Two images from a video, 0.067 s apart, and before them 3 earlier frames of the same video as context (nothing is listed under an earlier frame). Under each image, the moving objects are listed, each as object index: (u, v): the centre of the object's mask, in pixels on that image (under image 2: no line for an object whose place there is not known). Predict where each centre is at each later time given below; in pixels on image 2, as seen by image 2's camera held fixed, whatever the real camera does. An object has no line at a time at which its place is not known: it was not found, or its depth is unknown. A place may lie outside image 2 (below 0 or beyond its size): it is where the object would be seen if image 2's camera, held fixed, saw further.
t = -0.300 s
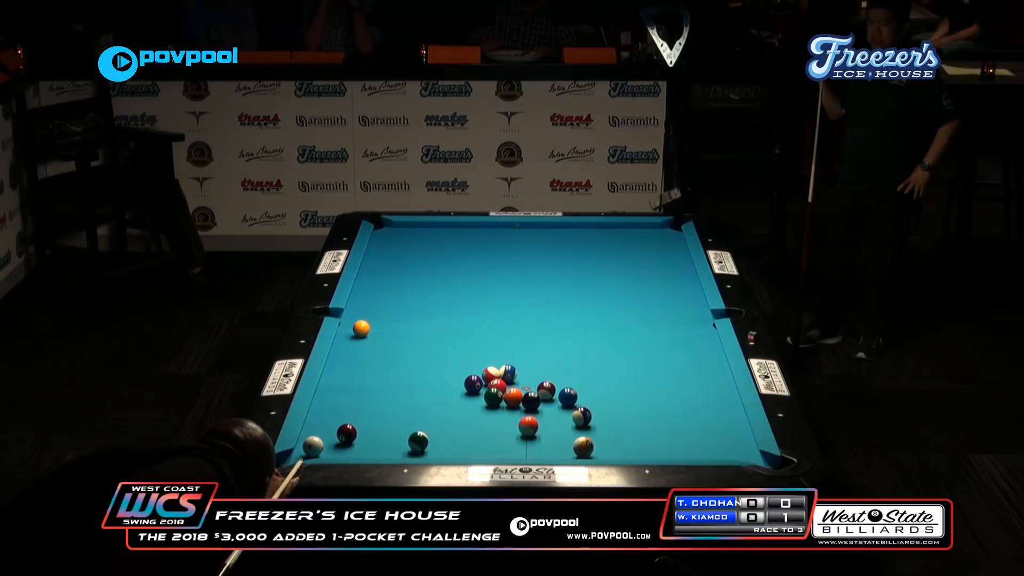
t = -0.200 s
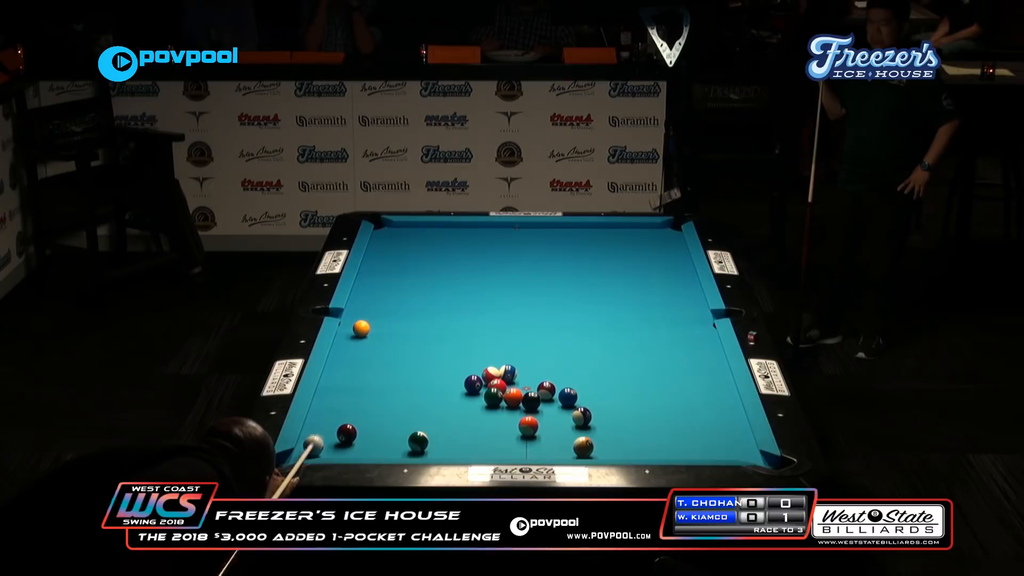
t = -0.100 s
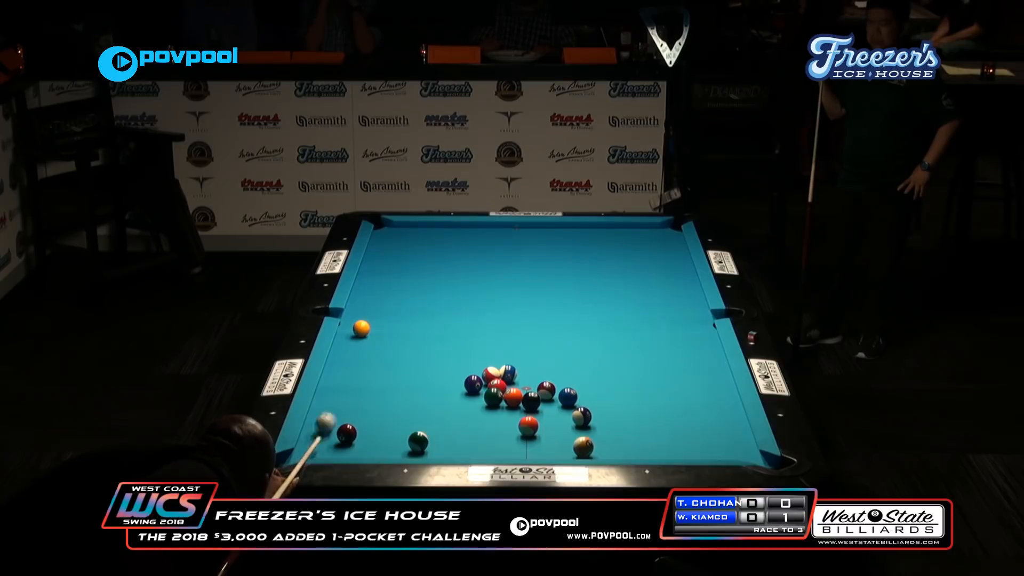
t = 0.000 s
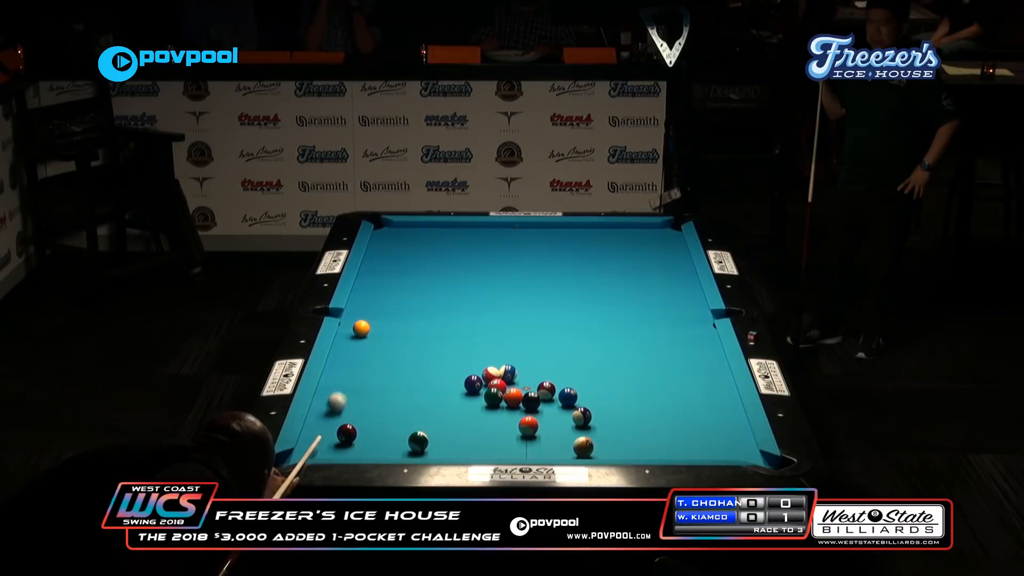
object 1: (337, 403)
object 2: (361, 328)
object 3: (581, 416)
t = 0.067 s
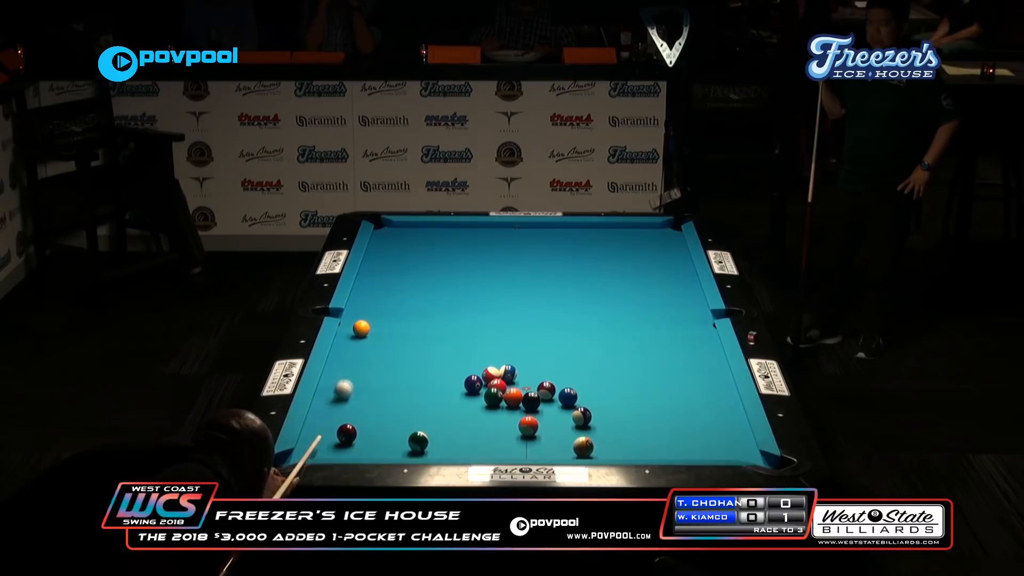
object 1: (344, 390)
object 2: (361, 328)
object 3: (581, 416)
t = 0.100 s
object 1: (347, 383)
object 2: (361, 328)
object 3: (581, 416)
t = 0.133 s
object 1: (350, 377)
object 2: (361, 328)
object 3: (581, 416)
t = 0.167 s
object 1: (353, 371)
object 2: (361, 328)
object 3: (581, 416)
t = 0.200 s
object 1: (357, 366)
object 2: (361, 328)
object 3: (581, 416)
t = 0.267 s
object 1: (363, 354)
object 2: (361, 328)
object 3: (581, 416)
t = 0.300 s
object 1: (365, 349)
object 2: (361, 328)
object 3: (581, 416)
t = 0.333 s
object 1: (369, 344)
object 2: (361, 328)
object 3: (581, 416)
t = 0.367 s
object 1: (371, 338)
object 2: (360, 328)
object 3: (581, 416)
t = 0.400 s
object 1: (374, 333)
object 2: (360, 328)
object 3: (581, 416)
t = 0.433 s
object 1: (380, 329)
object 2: (358, 327)
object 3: (581, 416)
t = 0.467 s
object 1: (387, 325)
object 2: (353, 326)
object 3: (581, 416)
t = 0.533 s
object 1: (400, 318)
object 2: (347, 324)
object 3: (581, 416)
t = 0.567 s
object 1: (407, 314)
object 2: (350, 324)
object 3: (581, 416)
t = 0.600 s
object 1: (413, 311)
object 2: (353, 323)
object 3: (581, 416)
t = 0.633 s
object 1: (419, 307)
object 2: (355, 323)
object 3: (581, 416)
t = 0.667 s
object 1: (425, 303)
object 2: (358, 322)
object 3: (581, 416)
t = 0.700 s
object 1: (431, 300)
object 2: (360, 321)
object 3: (581, 416)
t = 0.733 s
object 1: (437, 296)
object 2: (363, 321)
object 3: (581, 416)
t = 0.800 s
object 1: (448, 290)
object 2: (368, 319)
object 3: (581, 416)
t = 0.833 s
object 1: (454, 287)
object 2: (370, 319)
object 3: (581, 416)
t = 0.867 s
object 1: (459, 283)
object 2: (372, 318)
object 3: (581, 416)
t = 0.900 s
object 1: (464, 280)
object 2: (375, 317)
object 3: (581, 416)
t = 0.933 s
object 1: (470, 277)
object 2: (377, 317)
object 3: (581, 416)
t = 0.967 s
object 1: (475, 274)
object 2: (379, 316)
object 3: (581, 416)
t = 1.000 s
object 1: (480, 271)
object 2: (381, 316)
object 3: (581, 416)
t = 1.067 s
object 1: (490, 265)
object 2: (386, 315)
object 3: (581, 416)
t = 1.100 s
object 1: (495, 262)
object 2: (388, 314)
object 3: (581, 416)
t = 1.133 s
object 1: (500, 259)
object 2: (390, 314)
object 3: (581, 416)
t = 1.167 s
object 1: (505, 256)
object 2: (392, 313)
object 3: (581, 416)
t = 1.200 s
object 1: (510, 254)
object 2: (394, 313)
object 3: (581, 416)
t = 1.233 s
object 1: (514, 251)
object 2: (397, 312)
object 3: (581, 416)
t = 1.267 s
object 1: (519, 248)
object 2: (399, 312)
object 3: (581, 416)
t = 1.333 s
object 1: (528, 243)
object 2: (402, 311)
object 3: (581, 416)
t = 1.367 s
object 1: (533, 240)
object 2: (404, 310)
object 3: (581, 416)
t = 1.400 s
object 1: (537, 238)
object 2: (406, 310)
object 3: (581, 416)
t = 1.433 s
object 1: (541, 235)
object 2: (408, 309)
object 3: (581, 416)
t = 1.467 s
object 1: (545, 233)
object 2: (410, 309)
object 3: (581, 416)
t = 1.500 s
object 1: (550, 230)
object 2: (412, 308)
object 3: (581, 416)
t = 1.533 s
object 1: (554, 228)
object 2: (414, 308)
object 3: (581, 416)
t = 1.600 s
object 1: (561, 225)
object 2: (417, 307)
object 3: (581, 416)
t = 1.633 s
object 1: (564, 227)
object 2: (419, 306)
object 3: (581, 416)
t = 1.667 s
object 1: (567, 229)
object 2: (420, 306)
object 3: (581, 416)
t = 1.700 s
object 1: (570, 230)
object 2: (422, 306)
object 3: (581, 416)
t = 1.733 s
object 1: (572, 232)
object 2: (424, 305)
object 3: (581, 416)
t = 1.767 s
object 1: (576, 233)
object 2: (425, 305)
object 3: (581, 416)
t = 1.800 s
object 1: (579, 235)
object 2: (427, 304)
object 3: (581, 416)
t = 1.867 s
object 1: (585, 238)
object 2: (430, 303)
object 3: (581, 416)
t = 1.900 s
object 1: (588, 239)
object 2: (432, 303)
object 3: (581, 416)
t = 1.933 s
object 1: (591, 241)
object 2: (433, 303)
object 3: (581, 416)
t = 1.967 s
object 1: (594, 242)
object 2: (435, 302)
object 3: (581, 416)
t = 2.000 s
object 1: (597, 244)
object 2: (436, 302)
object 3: (581, 416)
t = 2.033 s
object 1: (600, 246)
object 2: (437, 301)
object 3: (581, 416)
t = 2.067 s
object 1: (603, 247)
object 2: (439, 301)
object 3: (581, 416)
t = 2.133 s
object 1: (609, 250)
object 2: (442, 300)
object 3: (581, 416)
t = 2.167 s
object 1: (612, 252)
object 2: (443, 300)
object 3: (581, 416)
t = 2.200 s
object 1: (615, 254)
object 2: (444, 299)
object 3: (581, 416)
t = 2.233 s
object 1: (618, 255)
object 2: (445, 299)
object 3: (581, 416)
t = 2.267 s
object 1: (621, 257)
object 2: (447, 299)
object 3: (581, 416)
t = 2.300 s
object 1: (624, 258)
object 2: (448, 298)
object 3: (581, 416)
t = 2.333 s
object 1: (627, 260)
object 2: (449, 298)
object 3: (581, 416)
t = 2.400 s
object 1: (633, 263)
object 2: (452, 297)
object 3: (581, 416)
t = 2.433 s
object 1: (636, 265)
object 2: (453, 297)
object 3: (581, 416)
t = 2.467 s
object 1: (639, 266)
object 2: (454, 297)
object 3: (581, 416)
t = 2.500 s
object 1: (642, 268)
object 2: (455, 296)
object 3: (581, 416)
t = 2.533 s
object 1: (646, 270)
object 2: (456, 296)
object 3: (581, 416)
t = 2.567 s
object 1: (649, 271)
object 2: (457, 296)
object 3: (581, 416)
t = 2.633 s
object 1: (655, 274)
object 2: (459, 295)
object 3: (581, 416)
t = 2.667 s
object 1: (658, 276)
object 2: (461, 295)
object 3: (581, 416)
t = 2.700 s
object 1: (661, 278)
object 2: (461, 295)
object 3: (581, 416)
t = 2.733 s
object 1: (664, 279)
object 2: (462, 295)
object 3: (581, 416)
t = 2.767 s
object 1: (667, 281)
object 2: (463, 294)
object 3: (581, 416)
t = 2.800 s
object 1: (670, 282)
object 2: (464, 294)
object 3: (581, 416)
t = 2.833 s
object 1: (674, 284)
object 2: (465, 294)
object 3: (581, 416)
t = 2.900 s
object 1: (680, 287)
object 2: (467, 293)
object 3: (581, 416)
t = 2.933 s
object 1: (683, 289)
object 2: (468, 293)
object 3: (581, 416)
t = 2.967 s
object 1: (686, 291)
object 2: (469, 293)
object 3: (581, 416)
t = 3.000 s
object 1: (690, 292)
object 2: (470, 293)
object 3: (581, 416)
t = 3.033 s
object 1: (693, 294)
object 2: (470, 292)
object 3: (581, 416)
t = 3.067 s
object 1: (696, 296)
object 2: (471, 292)
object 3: (581, 416)
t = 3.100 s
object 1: (696, 297)
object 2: (472, 292)
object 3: (581, 416)
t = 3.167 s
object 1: (694, 300)
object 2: (474, 292)
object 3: (581, 416)
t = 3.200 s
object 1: (693, 301)
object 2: (474, 291)
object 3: (581, 416)
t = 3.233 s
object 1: (692, 302)
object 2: (475, 291)
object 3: (581, 416)
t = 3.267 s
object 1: (691, 304)
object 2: (476, 291)
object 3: (581, 416)
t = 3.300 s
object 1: (690, 305)
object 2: (476, 291)
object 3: (581, 416)
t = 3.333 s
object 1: (689, 306)
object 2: (477, 291)
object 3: (581, 416)
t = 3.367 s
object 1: (688, 308)
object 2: (478, 290)
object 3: (581, 416)
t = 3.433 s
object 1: (686, 310)
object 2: (479, 290)
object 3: (581, 416)
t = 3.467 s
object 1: (685, 312)
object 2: (479, 290)
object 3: (581, 416)
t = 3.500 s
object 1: (684, 313)
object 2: (480, 290)
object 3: (581, 416)
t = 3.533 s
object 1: (683, 314)
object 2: (480, 290)
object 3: (581, 416)
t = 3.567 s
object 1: (682, 315)
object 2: (481, 290)
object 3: (581, 416)
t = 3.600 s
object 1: (680, 317)
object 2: (481, 289)
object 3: (581, 416)
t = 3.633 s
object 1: (680, 318)
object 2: (482, 289)
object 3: (581, 416)
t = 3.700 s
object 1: (678, 321)
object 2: (483, 289)
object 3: (581, 416)
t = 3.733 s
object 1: (676, 322)
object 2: (483, 289)
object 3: (581, 416)
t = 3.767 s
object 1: (675, 323)
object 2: (483, 289)
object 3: (581, 416)
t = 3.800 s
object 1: (674, 324)
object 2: (484, 289)
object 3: (581, 416)
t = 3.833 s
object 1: (673, 326)
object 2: (484, 289)
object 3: (581, 416)
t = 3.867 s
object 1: (672, 327)
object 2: (484, 289)
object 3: (581, 416)
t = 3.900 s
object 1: (672, 328)
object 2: (485, 289)
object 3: (581, 416)
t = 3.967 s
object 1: (669, 331)
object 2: (485, 288)
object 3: (581, 416)
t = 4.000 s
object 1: (668, 332)
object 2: (485, 288)
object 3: (581, 416)
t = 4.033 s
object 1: (667, 333)
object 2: (486, 288)
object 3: (581, 416)
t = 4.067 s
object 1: (666, 334)
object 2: (486, 288)
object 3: (581, 416)
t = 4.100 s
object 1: (666, 336)
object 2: (486, 288)
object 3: (581, 416)
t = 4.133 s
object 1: (665, 337)
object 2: (486, 288)
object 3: (581, 416)
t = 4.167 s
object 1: (663, 338)
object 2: (486, 288)
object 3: (581, 416)
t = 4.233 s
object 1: (661, 340)
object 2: (486, 288)
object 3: (581, 416)
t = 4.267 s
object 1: (660, 342)
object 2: (487, 288)
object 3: (581, 416)
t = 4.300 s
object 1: (659, 343)
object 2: (487, 288)
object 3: (581, 416)
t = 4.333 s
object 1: (658, 344)
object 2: (487, 288)
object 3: (581, 416)
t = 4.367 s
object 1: (657, 345)
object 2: (487, 288)
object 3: (581, 416)
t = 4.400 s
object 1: (657, 346)
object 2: (487, 288)
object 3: (581, 416)
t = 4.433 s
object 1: (656, 348)
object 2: (487, 288)
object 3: (581, 416)
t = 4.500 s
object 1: (654, 350)
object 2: (487, 288)
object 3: (581, 416)
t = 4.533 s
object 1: (653, 351)
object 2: (487, 288)
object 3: (581, 416)
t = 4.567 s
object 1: (652, 352)
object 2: (487, 288)
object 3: (581, 416)
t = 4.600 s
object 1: (651, 354)
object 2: (487, 288)
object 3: (581, 416)
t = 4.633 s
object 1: (650, 355)
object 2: (487, 288)
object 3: (581, 416)
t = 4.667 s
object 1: (649, 356)
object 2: (487, 288)
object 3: (581, 416)
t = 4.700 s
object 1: (648, 357)
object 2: (487, 288)
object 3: (581, 416)
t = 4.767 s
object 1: (646, 359)
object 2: (487, 288)
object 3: (581, 416)
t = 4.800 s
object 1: (645, 360)
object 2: (487, 288)
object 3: (581, 416)
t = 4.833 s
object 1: (644, 362)
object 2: (487, 288)
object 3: (581, 416)
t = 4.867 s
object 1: (643, 363)
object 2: (487, 288)
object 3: (581, 416)
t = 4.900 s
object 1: (642, 364)
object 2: (487, 288)
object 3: (581, 416)
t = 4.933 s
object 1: (641, 365)
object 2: (487, 288)
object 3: (581, 416)
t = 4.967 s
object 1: (640, 366)
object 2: (487, 288)
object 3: (581, 416)
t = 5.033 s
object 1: (639, 369)
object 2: (487, 288)
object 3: (581, 416)
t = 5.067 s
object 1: (638, 369)
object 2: (487, 288)
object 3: (581, 416)
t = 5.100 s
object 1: (637, 370)
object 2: (487, 288)
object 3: (581, 416)
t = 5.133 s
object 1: (636, 371)
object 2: (487, 288)
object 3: (581, 416)
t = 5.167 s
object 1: (635, 372)
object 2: (487, 288)
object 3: (581, 416)
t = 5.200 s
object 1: (634, 374)
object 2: (487, 288)
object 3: (581, 416)
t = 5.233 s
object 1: (633, 375)
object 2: (487, 288)
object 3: (581, 416)
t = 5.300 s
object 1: (632, 377)
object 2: (487, 288)
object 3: (581, 416)
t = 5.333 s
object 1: (631, 378)
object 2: (487, 288)
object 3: (581, 416)
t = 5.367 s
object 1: (630, 379)
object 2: (487, 288)
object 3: (581, 416)
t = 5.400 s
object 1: (629, 380)
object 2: (487, 288)
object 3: (581, 416)
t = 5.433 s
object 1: (628, 381)
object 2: (487, 288)
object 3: (581, 416)
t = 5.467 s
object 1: (627, 382)
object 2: (487, 288)
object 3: (581, 416)
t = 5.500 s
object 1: (626, 383)
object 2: (487, 288)
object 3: (581, 416)
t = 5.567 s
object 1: (624, 385)
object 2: (487, 288)
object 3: (581, 416)
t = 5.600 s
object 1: (624, 386)
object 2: (487, 288)
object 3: (581, 416)
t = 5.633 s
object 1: (623, 387)
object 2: (487, 288)
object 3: (581, 416)
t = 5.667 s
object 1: (622, 388)
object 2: (487, 288)
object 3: (581, 416)
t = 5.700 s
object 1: (621, 389)
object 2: (487, 288)
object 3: (581, 416)
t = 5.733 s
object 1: (620, 389)
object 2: (487, 288)
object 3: (581, 416)
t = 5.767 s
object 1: (619, 390)
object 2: (487, 288)
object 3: (581, 416)
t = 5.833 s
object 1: (618, 393)
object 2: (487, 288)
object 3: (581, 416)
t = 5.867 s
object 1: (617, 393)
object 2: (487, 288)
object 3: (581, 416)
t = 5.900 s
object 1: (616, 394)
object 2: (487, 288)
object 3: (581, 416)
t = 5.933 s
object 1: (615, 395)
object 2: (487, 288)
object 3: (581, 416)
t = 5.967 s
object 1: (615, 396)
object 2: (487, 288)
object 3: (581, 416)
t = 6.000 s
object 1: (614, 397)
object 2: (487, 288)
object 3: (581, 416)
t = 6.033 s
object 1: (613, 398)
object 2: (487, 288)
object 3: (581, 416)
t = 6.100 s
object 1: (612, 399)
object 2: (487, 288)
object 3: (581, 416)
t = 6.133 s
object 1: (611, 400)
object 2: (487, 288)
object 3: (581, 416)
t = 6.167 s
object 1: (610, 401)
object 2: (487, 288)
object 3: (581, 416)
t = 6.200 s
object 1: (610, 402)
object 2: (487, 288)
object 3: (581, 416)
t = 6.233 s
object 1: (609, 403)
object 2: (487, 288)
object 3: (581, 416)
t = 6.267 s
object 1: (608, 404)
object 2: (487, 288)
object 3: (581, 416)
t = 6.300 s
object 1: (607, 404)
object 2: (487, 288)
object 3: (581, 416)
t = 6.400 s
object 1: (605, 407)
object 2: (487, 288)
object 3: (581, 416)
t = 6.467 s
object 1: (604, 409)
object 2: (487, 288)
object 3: (581, 416)
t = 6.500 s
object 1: (603, 409)
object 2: (487, 288)
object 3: (581, 416)
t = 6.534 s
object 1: (603, 410)
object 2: (487, 288)
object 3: (581, 416)
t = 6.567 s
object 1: (602, 411)
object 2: (487, 288)
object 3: (581, 416)
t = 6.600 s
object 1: (601, 411)
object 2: (487, 288)
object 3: (581, 416)
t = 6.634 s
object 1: (601, 412)
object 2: (487, 288)
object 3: (581, 416)
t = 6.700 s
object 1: (600, 414)
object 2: (487, 288)
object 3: (581, 416)
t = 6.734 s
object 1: (600, 414)
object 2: (487, 288)
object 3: (581, 416)
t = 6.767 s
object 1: (600, 415)
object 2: (487, 288)
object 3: (580, 416)
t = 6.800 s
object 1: (600, 415)
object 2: (487, 288)
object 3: (580, 417)
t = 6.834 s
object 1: (600, 416)
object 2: (487, 288)
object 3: (579, 417)
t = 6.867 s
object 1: (601, 416)
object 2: (487, 288)
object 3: (579, 417)
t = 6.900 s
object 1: (601, 416)
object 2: (487, 288)
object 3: (578, 417)
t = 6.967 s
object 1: (601, 417)
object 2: (487, 288)
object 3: (577, 417)
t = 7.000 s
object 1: (602, 417)
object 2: (487, 288)
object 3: (576, 417)
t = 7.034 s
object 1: (602, 418)
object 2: (487, 288)
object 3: (576, 417)
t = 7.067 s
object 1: (602, 418)
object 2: (487, 288)
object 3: (576, 417)
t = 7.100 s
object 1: (603, 419)
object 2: (487, 288)
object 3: (575, 417)
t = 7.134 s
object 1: (603, 419)
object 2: (487, 288)
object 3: (575, 417)
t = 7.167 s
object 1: (603, 419)
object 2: (487, 288)
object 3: (574, 417)
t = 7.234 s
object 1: (604, 420)
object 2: (487, 288)
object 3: (574, 418)
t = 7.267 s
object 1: (604, 420)
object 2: (487, 288)
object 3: (573, 418)
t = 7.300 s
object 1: (604, 420)
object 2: (487, 288)
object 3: (573, 418)
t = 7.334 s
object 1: (604, 420)
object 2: (487, 288)
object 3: (573, 418)
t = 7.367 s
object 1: (605, 421)
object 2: (487, 288)
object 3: (573, 418)
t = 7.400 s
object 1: (605, 421)
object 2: (487, 288)
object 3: (573, 418)
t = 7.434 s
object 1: (605, 421)
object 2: (487, 288)
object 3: (572, 418)
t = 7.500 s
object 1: (606, 422)
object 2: (487, 288)
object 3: (572, 418)
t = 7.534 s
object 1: (606, 421)
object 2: (487, 288)
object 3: (572, 418)
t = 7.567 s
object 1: (606, 422)
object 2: (487, 288)
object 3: (572, 418)
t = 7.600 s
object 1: (607, 422)
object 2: (487, 288)
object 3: (572, 418)
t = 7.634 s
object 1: (607, 422)
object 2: (487, 288)
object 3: (572, 418)
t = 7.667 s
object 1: (607, 422)
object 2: (487, 288)
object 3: (572, 418)
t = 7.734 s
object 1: (607, 422)
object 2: (487, 288)
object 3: (572, 418)
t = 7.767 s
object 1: (607, 422)
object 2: (487, 288)
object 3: (572, 418)
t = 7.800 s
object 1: (607, 422)
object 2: (487, 288)
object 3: (572, 418)
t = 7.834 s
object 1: (608, 423)
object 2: (487, 288)
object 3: (572, 418)
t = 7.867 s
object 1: (608, 422)
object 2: (487, 288)
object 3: (572, 418)
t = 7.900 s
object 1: (608, 423)
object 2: (487, 288)
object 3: (572, 418)
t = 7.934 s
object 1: (608, 423)
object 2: (487, 288)
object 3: (572, 418)
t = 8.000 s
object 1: (608, 423)
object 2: (487, 288)
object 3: (572, 418)
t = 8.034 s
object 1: (608, 422)
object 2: (487, 288)
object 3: (572, 418)
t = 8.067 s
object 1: (608, 422)
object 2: (487, 288)
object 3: (572, 418)
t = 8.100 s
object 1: (608, 422)
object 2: (487, 288)
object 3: (572, 418)
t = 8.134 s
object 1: (608, 423)
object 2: (487, 288)
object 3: (572, 418)
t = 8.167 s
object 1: (608, 423)
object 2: (487, 288)
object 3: (572, 418)
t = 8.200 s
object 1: (608, 422)
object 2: (487, 288)
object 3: (572, 418)
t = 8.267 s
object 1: (608, 422)
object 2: (487, 288)
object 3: (572, 418)
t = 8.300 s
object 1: (608, 422)
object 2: (487, 288)
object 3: (572, 418)
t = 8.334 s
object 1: (608, 422)
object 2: (487, 288)
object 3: (572, 418)
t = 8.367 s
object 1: (608, 423)
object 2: (487, 288)
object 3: (572, 418)
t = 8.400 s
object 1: (608, 422)
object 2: (487, 288)
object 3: (572, 418)
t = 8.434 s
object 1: (608, 422)
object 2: (487, 288)
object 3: (572, 418)
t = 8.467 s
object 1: (608, 422)
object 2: (487, 288)
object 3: (572, 418)
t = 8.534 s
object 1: (608, 422)
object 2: (487, 288)
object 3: (572, 418)
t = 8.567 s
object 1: (608, 422)
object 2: (487, 288)
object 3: (572, 418)
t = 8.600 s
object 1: (608, 422)
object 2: (487, 288)
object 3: (572, 418)
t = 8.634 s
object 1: (608, 422)
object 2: (487, 288)
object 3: (572, 418)
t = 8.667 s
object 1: (608, 423)
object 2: (487, 288)
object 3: (572, 418)
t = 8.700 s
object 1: (608, 422)
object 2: (487, 288)
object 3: (572, 418)
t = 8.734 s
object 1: (608, 422)
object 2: (487, 288)
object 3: (572, 418)
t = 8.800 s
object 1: (608, 422)
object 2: (486, 288)
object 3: (572, 418)
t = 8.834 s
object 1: (608, 422)
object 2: (486, 288)
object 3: (572, 418)
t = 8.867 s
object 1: (608, 422)
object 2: (487, 288)
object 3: (572, 418)
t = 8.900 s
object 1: (608, 422)
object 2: (487, 288)
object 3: (572, 418)
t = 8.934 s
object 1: (608, 422)
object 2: (487, 288)
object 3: (572, 418)
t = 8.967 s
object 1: (608, 422)
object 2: (487, 288)
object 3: (572, 418)
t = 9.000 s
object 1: (608, 422)
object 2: (487, 288)
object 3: (572, 418)
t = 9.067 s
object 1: (608, 422)
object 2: (487, 288)
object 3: (572, 418)
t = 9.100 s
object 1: (608, 422)
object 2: (487, 288)
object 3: (572, 418)
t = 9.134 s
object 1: (608, 422)
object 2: (487, 288)
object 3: (572, 418)
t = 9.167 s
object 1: (608, 422)
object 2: (487, 288)
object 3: (572, 418)
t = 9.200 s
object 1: (608, 422)
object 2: (487, 288)
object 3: (572, 418)
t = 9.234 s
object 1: (608, 422)
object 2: (487, 288)
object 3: (572, 418)
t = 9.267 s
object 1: (608, 422)
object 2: (487, 288)
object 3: (572, 418)
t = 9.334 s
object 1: (608, 422)
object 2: (487, 288)
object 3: (572, 418)
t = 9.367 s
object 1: (608, 422)
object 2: (487, 288)
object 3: (572, 418)
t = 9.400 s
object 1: (608, 422)
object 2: (487, 288)
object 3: (572, 418)
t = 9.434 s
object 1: (608, 422)
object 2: (487, 288)
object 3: (572, 418)
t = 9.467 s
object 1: (608, 422)
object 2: (487, 288)
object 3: (572, 418)
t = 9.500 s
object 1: (608, 422)
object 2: (487, 288)
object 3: (572, 418)
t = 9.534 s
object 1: (608, 422)
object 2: (487, 288)
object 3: (572, 418)
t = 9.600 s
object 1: (608, 422)
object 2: (487, 288)
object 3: (572, 418)
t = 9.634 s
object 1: (608, 422)
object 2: (487, 288)
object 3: (572, 418)
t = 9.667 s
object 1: (608, 422)
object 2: (487, 288)
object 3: (572, 418)
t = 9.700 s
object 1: (608, 422)
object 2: (487, 288)
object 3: (572, 418)
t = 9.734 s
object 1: (608, 422)
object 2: (486, 288)
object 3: (572, 418)
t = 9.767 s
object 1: (608, 422)
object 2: (486, 288)
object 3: (572, 418)
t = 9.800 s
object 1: (608, 422)
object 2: (487, 288)
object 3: (572, 418)
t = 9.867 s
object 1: (608, 422)
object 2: (487, 288)
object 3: (572, 418)
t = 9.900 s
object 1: (608, 422)
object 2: (487, 288)
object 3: (572, 418)
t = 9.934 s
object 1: (608, 422)
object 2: (486, 288)
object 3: (572, 418)
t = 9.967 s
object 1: (608, 422)
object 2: (487, 288)
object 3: (572, 418)
